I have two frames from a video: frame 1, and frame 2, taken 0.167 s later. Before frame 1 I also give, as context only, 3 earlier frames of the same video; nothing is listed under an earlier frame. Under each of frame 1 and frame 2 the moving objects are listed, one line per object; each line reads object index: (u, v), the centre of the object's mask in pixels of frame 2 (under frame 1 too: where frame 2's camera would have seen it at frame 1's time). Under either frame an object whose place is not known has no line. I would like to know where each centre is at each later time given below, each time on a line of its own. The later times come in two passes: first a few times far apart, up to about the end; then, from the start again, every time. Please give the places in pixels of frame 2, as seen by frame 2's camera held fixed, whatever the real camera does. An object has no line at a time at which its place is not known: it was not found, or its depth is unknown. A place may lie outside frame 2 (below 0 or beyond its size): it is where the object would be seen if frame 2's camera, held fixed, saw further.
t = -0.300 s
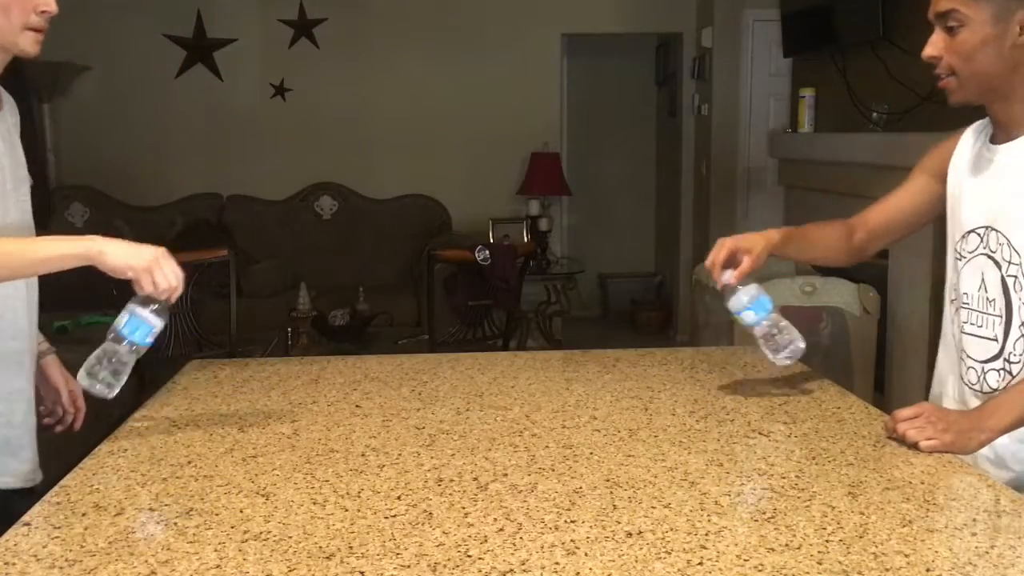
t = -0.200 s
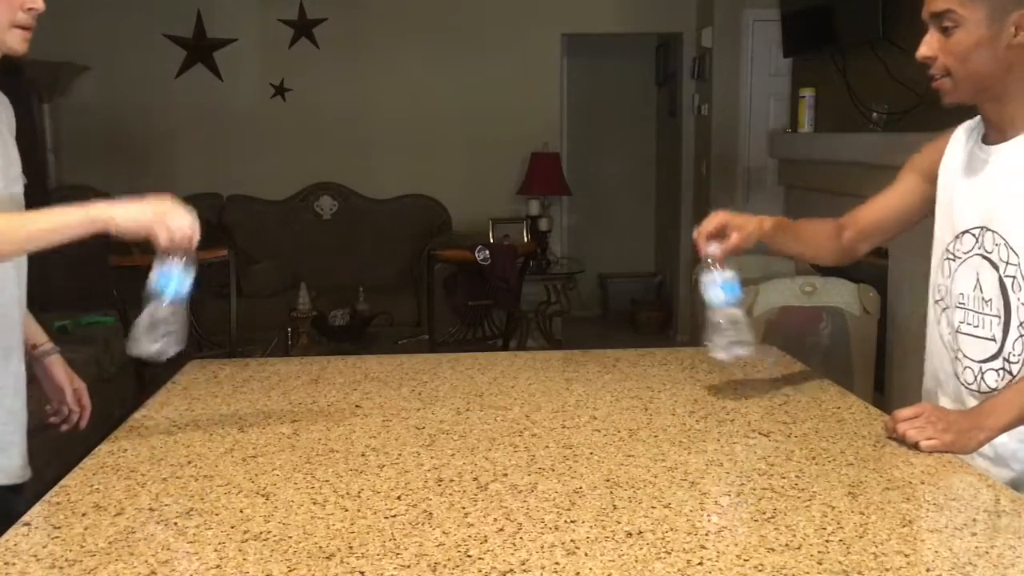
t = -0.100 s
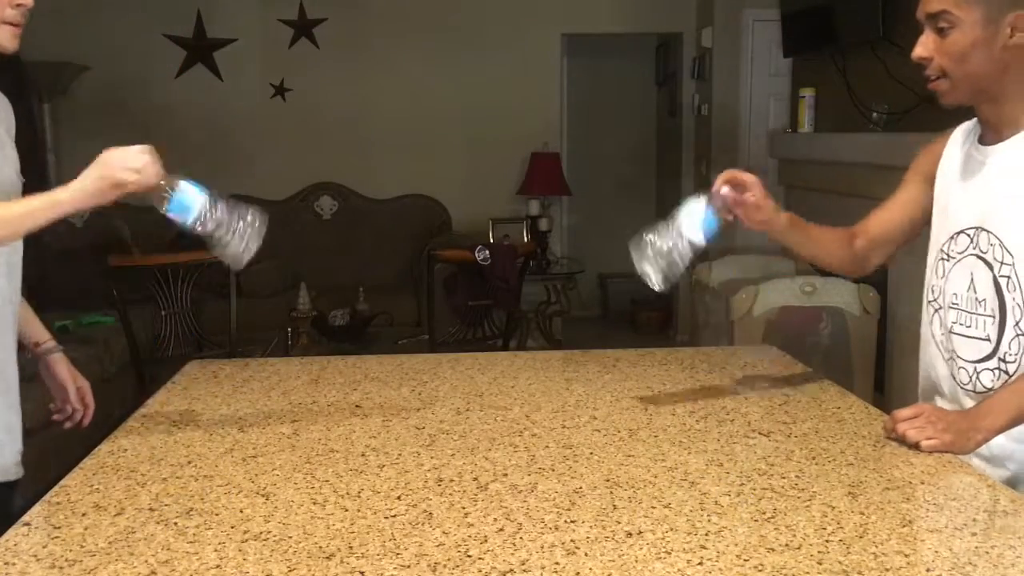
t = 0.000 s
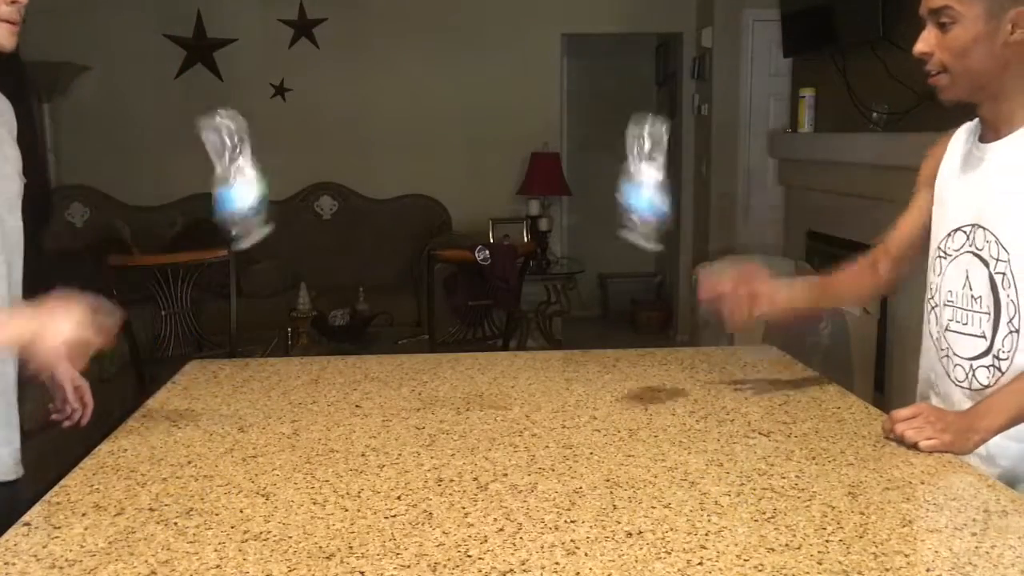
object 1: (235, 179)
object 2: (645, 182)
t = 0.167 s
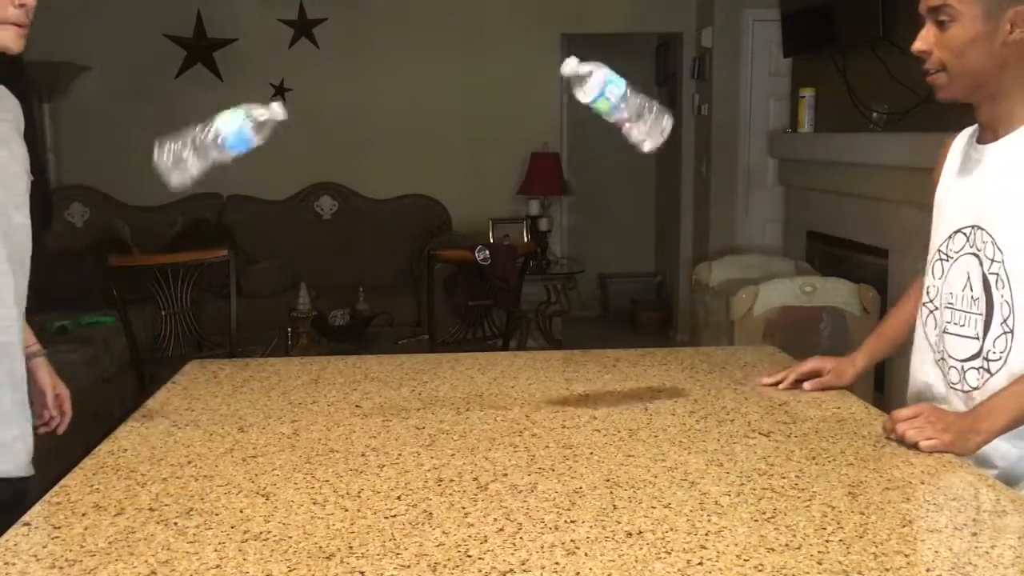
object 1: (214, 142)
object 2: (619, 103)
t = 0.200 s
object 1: (208, 163)
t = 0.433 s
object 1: (144, 383)
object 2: (624, 372)
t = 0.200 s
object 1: (208, 163)
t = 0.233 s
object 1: (203, 191)
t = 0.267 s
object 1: (197, 228)
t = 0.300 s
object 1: (192, 271)
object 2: (615, 196)
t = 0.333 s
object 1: (186, 318)
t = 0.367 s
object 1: (175, 368)
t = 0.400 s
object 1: (157, 374)
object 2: (614, 342)
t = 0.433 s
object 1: (144, 383)
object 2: (624, 372)
